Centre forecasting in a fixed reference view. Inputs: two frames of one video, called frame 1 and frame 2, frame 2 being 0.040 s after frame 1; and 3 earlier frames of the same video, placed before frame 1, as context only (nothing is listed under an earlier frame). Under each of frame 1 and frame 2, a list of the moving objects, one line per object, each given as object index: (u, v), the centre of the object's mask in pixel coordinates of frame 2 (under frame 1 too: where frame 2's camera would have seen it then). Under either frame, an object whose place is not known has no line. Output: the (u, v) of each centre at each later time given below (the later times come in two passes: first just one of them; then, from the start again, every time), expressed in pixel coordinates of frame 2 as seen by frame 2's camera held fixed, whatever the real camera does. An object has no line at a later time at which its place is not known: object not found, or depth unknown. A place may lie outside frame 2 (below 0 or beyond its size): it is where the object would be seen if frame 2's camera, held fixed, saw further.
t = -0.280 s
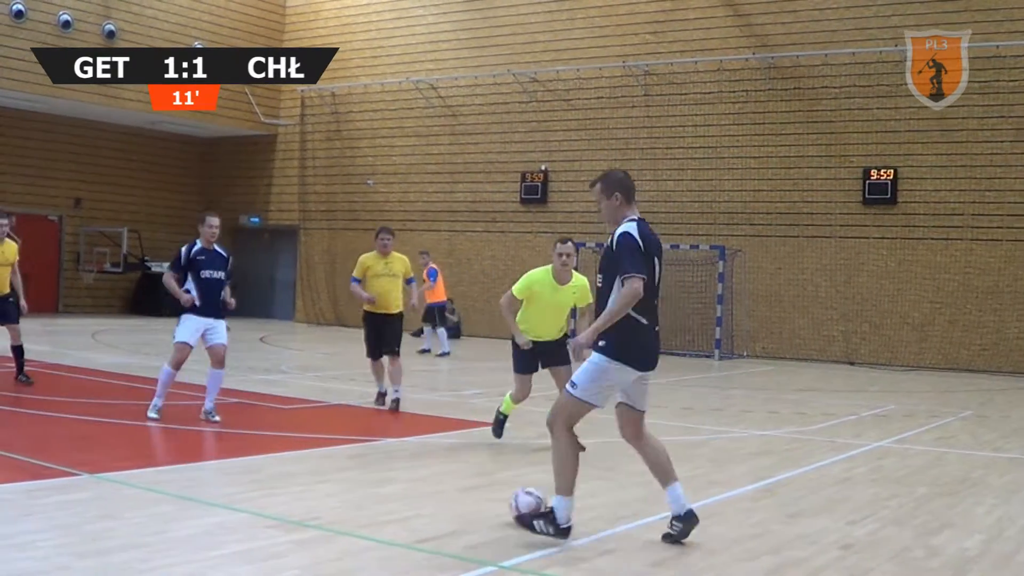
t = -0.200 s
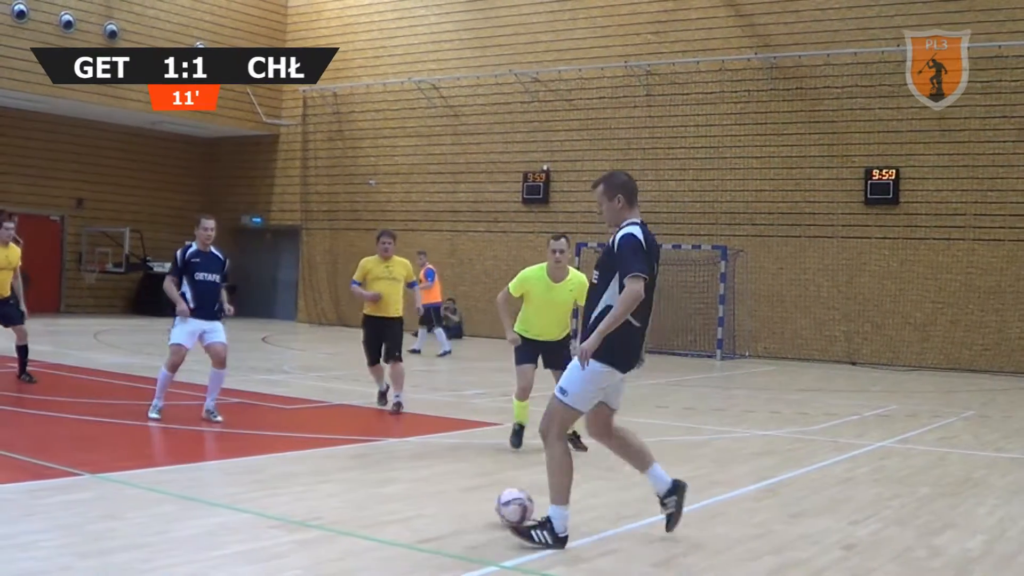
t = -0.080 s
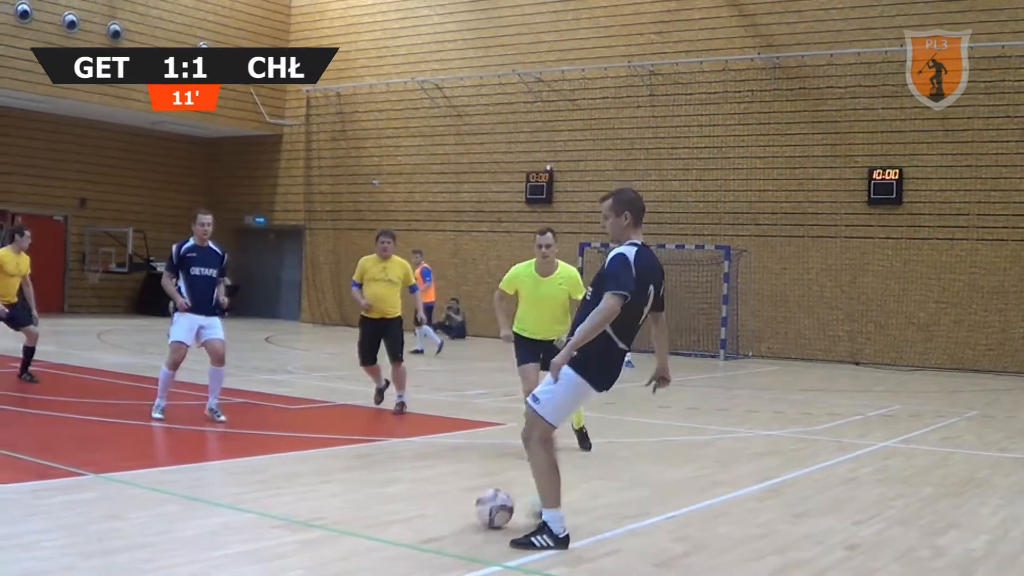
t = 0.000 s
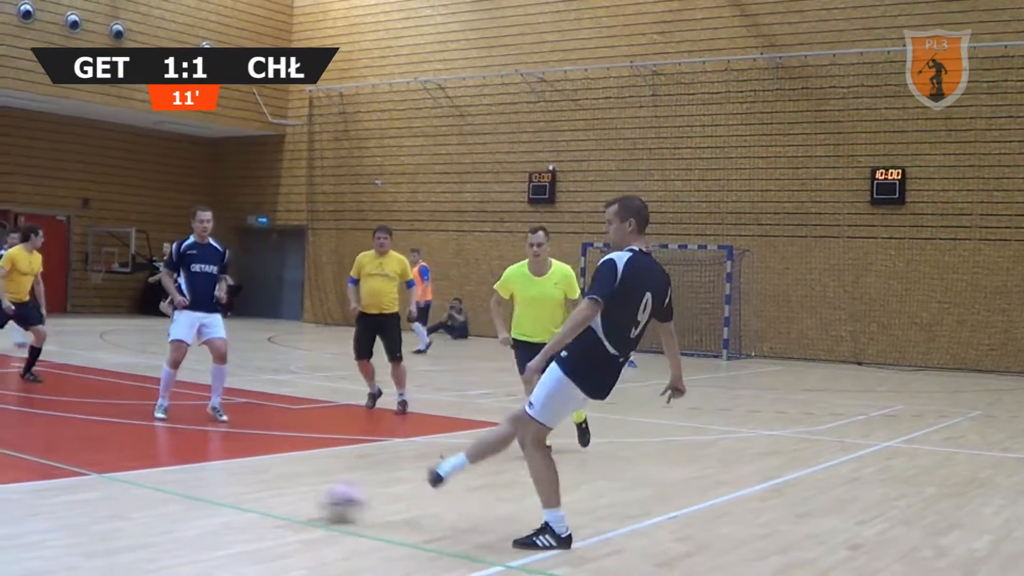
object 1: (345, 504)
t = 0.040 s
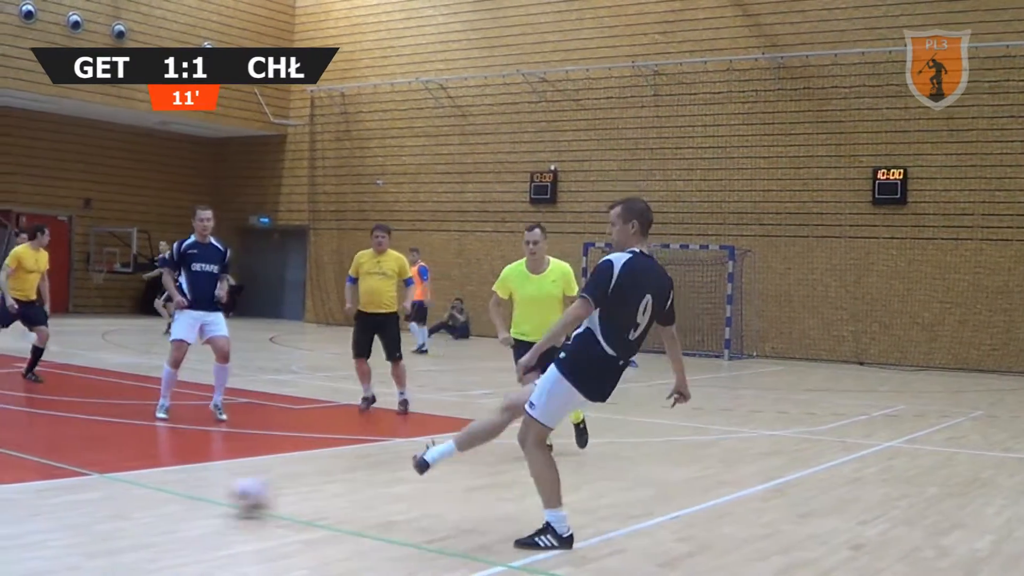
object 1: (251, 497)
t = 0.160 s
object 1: (3, 475)
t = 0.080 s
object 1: (161, 495)
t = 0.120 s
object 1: (79, 485)
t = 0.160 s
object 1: (3, 475)
